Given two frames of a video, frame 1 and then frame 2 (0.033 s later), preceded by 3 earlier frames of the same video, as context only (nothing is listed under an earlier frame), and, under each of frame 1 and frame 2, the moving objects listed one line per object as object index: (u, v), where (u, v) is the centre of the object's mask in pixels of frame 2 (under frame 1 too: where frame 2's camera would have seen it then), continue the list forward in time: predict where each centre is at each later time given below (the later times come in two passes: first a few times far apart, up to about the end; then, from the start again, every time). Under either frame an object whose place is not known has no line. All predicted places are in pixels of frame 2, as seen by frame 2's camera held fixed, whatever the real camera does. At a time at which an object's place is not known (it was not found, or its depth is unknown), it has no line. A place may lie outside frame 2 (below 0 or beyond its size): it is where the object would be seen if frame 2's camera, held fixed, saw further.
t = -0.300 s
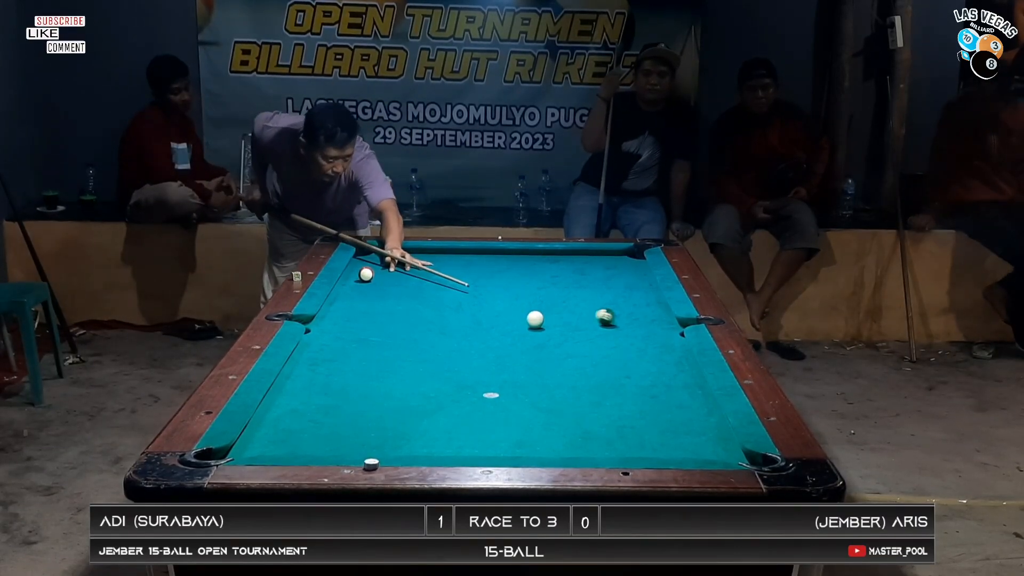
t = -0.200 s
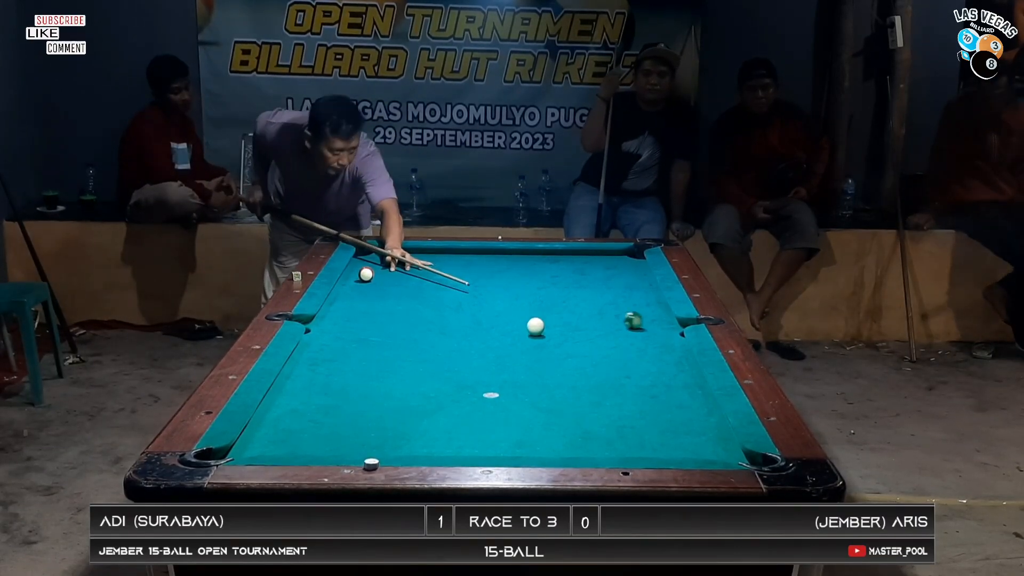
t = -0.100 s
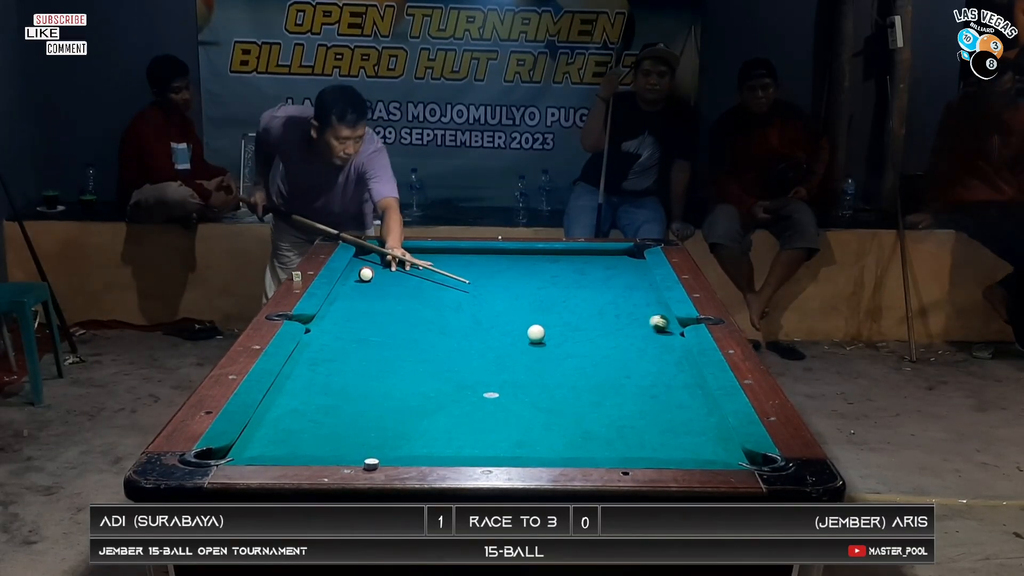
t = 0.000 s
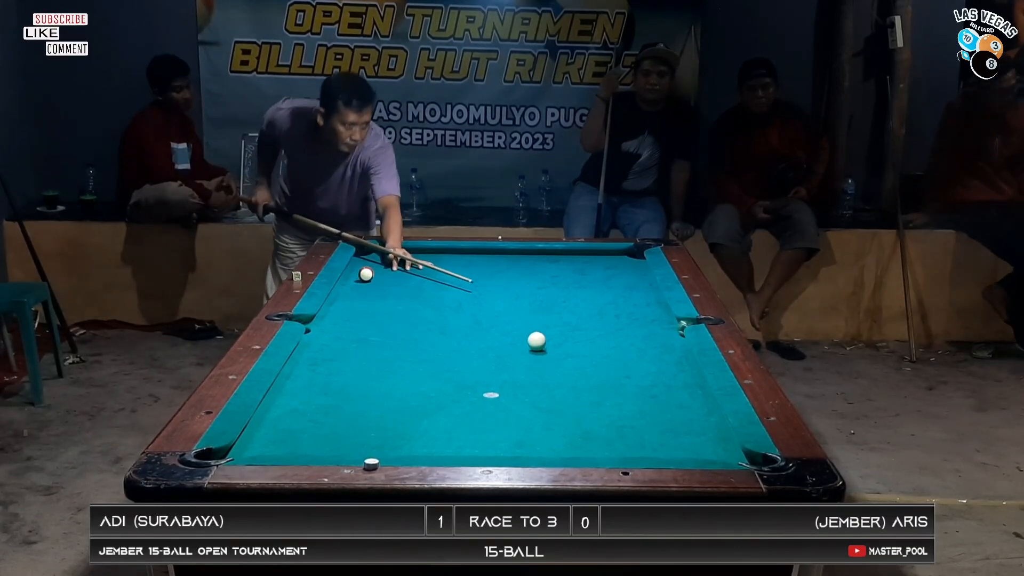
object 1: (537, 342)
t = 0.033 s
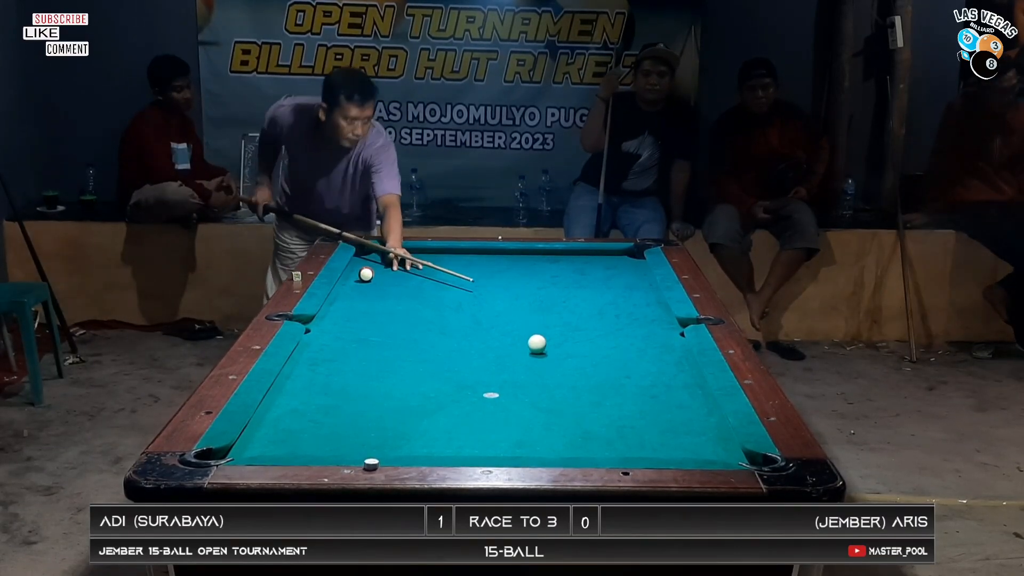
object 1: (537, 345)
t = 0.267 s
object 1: (539, 363)
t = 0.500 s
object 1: (542, 382)
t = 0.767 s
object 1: (544, 406)
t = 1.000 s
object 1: (548, 427)
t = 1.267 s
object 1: (552, 449)
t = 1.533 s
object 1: (552, 445)
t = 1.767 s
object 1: (551, 432)
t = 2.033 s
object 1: (550, 420)
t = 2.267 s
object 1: (549, 412)
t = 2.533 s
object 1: (548, 405)
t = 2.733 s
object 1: (547, 400)
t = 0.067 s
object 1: (537, 347)
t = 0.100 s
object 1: (537, 350)
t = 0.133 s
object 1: (538, 352)
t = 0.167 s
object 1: (538, 355)
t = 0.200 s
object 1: (538, 357)
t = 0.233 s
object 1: (539, 360)
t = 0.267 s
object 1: (539, 363)
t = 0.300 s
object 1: (539, 365)
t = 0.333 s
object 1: (540, 368)
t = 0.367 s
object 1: (540, 371)
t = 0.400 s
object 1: (541, 374)
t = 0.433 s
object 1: (541, 377)
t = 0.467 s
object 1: (541, 379)
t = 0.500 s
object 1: (542, 382)
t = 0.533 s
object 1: (542, 385)
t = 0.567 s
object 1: (542, 388)
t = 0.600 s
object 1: (543, 391)
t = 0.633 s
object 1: (543, 394)
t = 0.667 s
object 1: (543, 397)
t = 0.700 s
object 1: (544, 400)
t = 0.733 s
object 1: (544, 403)
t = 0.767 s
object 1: (544, 406)
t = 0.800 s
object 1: (545, 409)
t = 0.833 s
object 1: (546, 412)
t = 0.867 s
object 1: (546, 416)
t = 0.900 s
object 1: (547, 419)
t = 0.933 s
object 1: (547, 422)
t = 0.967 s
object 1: (548, 424)
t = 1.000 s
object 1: (548, 427)
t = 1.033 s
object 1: (549, 431)
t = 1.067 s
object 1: (549, 434)
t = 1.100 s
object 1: (549, 437)
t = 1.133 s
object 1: (550, 440)
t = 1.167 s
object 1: (550, 443)
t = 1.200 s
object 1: (551, 445)
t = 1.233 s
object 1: (552, 447)
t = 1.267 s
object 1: (552, 449)
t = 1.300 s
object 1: (553, 450)
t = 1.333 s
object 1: (553, 452)
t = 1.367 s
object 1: (553, 450)
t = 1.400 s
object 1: (553, 450)
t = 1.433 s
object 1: (553, 448)
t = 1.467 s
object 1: (553, 447)
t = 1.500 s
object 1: (553, 446)
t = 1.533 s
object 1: (552, 445)
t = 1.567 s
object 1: (552, 444)
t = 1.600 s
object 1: (552, 441)
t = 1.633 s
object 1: (552, 440)
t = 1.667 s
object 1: (552, 438)
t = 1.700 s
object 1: (552, 436)
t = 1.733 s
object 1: (551, 434)
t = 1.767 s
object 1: (551, 432)
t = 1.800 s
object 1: (551, 431)
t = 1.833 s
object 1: (551, 429)
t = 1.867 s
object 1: (550, 428)
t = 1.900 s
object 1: (550, 426)
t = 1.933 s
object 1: (550, 425)
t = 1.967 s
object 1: (550, 423)
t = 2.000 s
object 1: (550, 422)
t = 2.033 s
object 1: (550, 420)
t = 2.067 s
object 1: (550, 419)
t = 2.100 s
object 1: (550, 418)
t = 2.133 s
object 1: (549, 417)
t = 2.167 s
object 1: (549, 416)
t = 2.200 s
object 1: (549, 415)
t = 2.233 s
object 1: (549, 413)
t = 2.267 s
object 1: (549, 412)
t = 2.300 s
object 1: (549, 411)
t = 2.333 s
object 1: (548, 410)
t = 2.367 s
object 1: (548, 409)
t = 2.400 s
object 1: (548, 408)
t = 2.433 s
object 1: (548, 407)
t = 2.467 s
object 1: (548, 406)
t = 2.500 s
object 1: (548, 406)
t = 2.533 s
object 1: (548, 405)
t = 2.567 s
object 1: (548, 404)
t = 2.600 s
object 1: (548, 403)
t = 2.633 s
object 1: (547, 402)
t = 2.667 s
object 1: (547, 401)
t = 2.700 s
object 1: (547, 401)
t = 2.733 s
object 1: (547, 400)
